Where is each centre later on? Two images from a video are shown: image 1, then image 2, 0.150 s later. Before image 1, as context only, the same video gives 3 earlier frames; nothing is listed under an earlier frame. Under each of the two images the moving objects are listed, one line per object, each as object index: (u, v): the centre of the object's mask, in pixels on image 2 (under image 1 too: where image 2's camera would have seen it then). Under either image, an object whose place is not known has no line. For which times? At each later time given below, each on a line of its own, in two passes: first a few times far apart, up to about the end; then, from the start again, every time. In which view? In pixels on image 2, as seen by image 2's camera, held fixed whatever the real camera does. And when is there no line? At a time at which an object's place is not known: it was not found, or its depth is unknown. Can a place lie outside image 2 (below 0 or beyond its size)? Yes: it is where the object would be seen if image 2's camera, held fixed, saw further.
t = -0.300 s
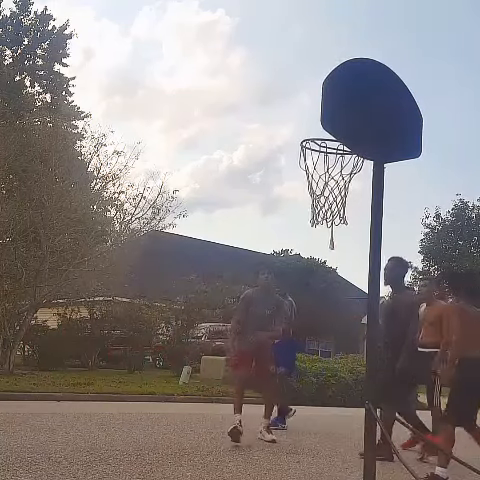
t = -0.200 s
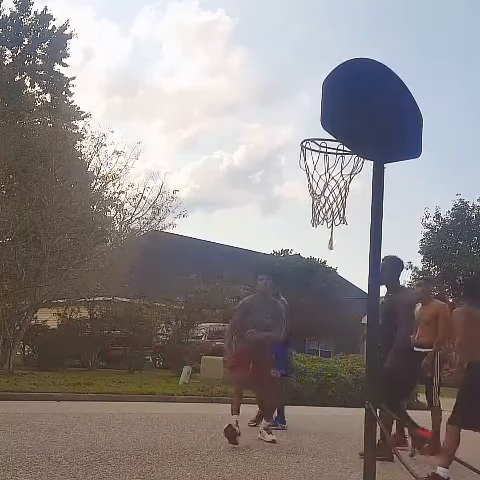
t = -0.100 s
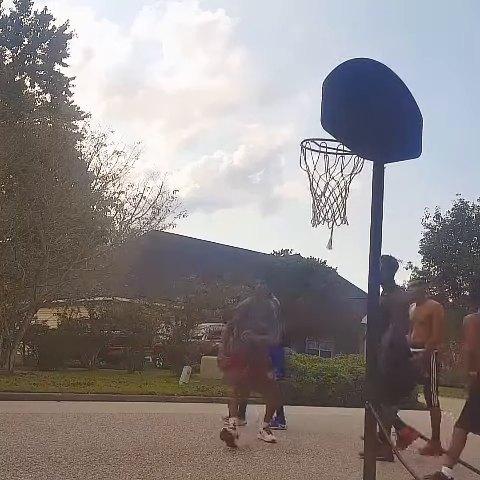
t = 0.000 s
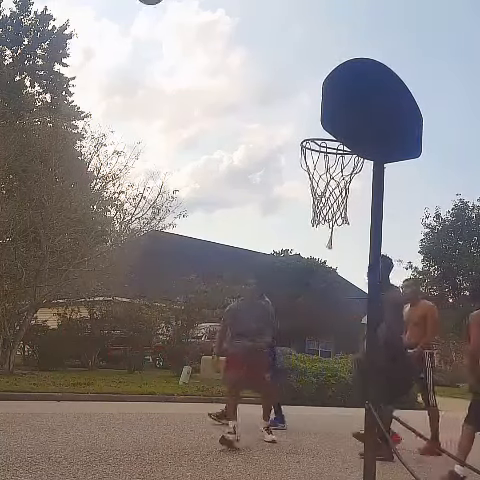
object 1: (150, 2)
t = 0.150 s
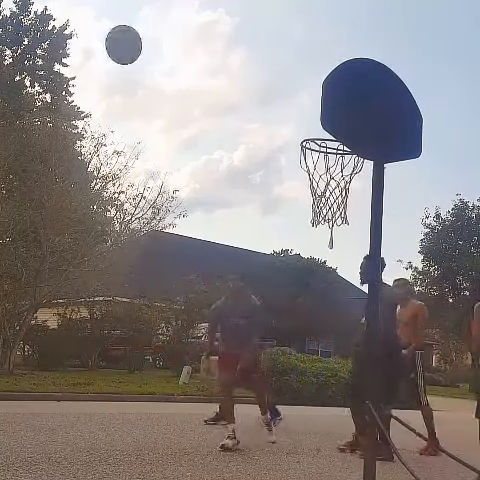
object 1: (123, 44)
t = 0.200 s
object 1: (114, 68)
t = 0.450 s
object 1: (65, 217)
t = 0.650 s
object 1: (18, 380)
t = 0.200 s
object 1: (114, 68)
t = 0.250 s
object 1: (105, 94)
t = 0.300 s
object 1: (96, 122)
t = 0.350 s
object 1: (86, 152)
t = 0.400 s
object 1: (76, 181)
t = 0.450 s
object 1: (65, 217)
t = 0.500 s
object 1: (54, 253)
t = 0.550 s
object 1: (43, 291)
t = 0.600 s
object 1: (31, 335)
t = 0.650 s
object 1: (18, 380)
